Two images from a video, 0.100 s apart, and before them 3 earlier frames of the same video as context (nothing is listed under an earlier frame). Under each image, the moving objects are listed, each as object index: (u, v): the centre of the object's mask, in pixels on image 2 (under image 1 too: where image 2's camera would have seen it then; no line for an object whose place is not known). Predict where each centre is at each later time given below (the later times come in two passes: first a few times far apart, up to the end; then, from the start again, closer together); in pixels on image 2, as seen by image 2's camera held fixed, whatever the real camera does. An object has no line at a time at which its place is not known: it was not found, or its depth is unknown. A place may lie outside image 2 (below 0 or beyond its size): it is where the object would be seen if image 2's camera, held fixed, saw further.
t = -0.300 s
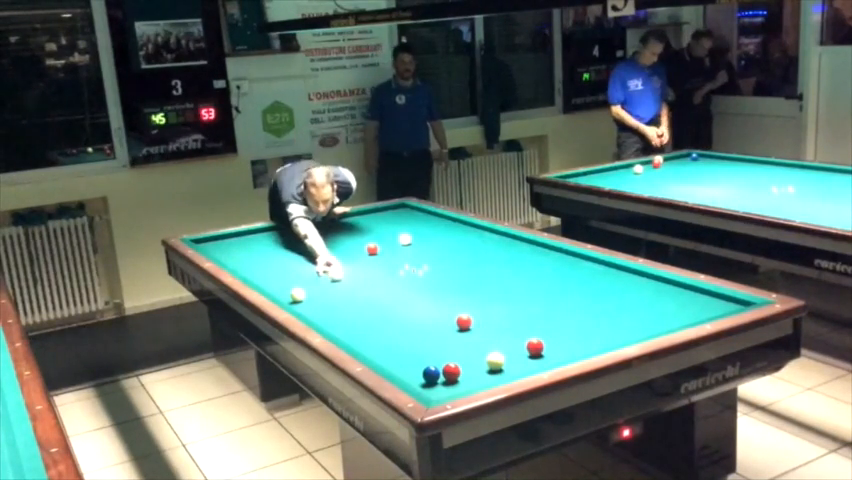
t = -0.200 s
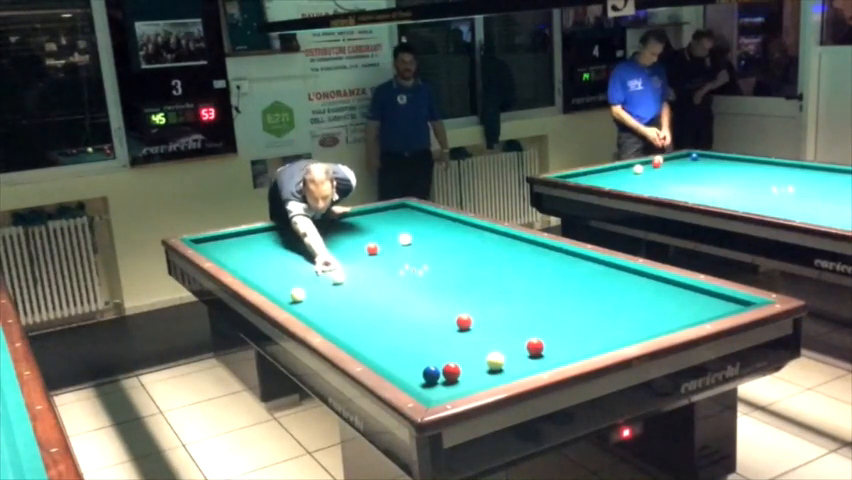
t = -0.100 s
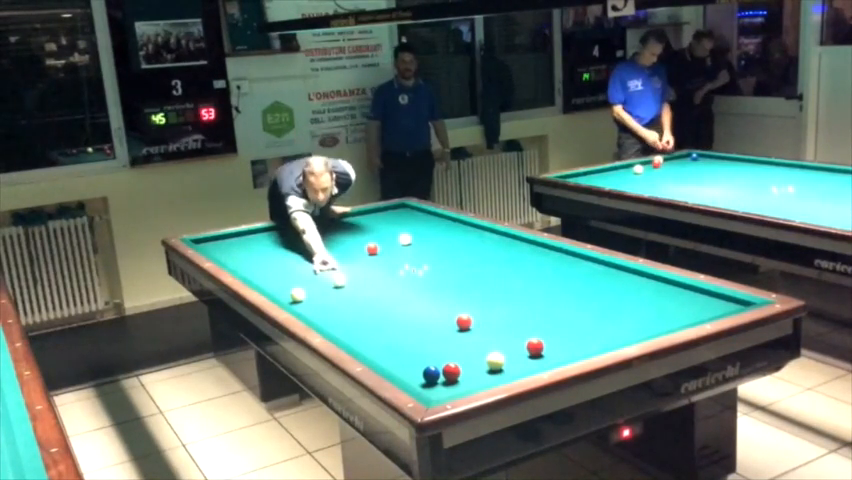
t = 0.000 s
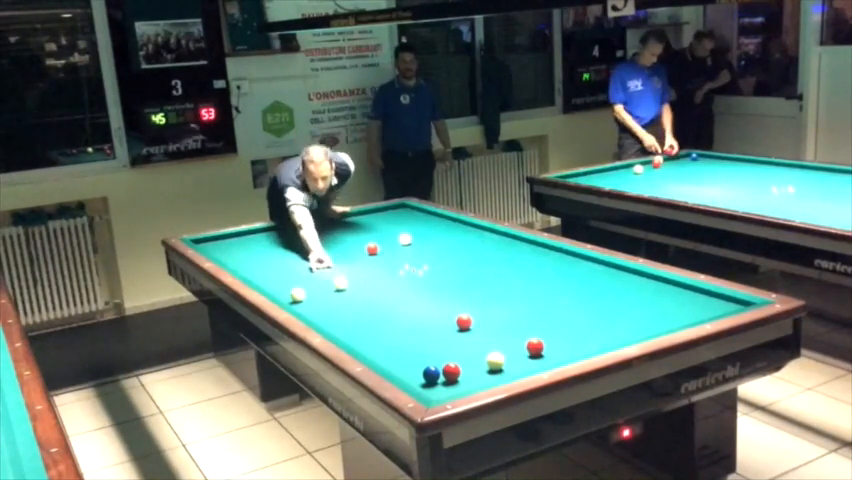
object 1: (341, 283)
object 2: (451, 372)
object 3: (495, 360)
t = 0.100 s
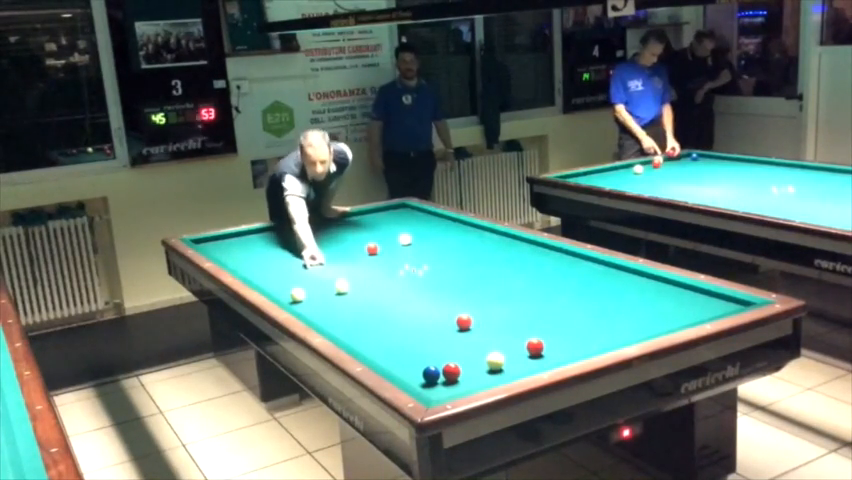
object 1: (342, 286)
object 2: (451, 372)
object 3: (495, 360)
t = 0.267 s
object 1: (345, 292)
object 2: (451, 372)
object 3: (495, 360)
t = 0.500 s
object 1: (348, 299)
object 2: (451, 372)
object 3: (495, 360)
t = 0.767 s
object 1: (353, 309)
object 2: (451, 372)
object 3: (495, 360)
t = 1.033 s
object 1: (358, 319)
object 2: (451, 372)
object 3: (495, 360)
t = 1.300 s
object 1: (363, 330)
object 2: (451, 372)
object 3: (495, 360)
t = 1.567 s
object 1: (368, 341)
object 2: (451, 372)
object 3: (495, 360)
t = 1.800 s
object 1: (374, 350)
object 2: (451, 372)
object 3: (495, 360)
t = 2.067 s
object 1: (385, 359)
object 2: (451, 372)
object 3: (495, 360)
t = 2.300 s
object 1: (401, 367)
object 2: (451, 372)
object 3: (495, 360)
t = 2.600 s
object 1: (415, 376)
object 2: (457, 371)
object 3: (495, 360)
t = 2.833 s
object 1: (418, 380)
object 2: (468, 370)
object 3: (495, 360)
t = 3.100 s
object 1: (426, 385)
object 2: (480, 369)
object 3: (495, 360)
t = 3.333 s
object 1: (432, 389)
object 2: (489, 368)
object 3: (497, 359)
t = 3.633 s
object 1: (441, 391)
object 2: (498, 368)
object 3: (500, 356)
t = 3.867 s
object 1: (442, 390)
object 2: (504, 368)
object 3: (500, 356)
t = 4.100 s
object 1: (441, 390)
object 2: (510, 368)
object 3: (502, 356)
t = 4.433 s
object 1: (439, 390)
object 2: (517, 368)
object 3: (503, 356)
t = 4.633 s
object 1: (439, 390)
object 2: (520, 368)
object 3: (503, 355)
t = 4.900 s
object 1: (439, 389)
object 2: (524, 367)
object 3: (503, 355)
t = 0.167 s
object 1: (343, 288)
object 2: (451, 372)
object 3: (495, 360)
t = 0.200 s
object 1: (344, 289)
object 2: (451, 372)
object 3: (495, 360)
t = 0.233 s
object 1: (344, 290)
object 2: (451, 372)
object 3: (495, 360)
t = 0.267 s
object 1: (345, 292)
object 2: (451, 372)
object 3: (495, 360)
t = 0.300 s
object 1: (345, 293)
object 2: (451, 372)
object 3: (495, 360)
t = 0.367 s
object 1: (346, 295)
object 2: (451, 372)
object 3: (495, 360)
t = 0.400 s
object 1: (346, 296)
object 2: (451, 372)
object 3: (495, 360)
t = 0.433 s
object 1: (347, 297)
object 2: (451, 372)
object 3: (495, 360)
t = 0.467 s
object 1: (348, 298)
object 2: (451, 372)
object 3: (495, 360)
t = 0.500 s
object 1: (348, 299)
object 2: (451, 372)
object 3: (495, 360)
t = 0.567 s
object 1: (349, 302)
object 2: (451, 372)
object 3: (495, 360)
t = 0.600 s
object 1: (350, 303)
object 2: (451, 372)
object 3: (495, 360)
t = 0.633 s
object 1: (351, 304)
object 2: (451, 372)
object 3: (495, 360)
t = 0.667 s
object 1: (351, 305)
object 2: (451, 372)
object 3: (495, 360)
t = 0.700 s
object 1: (352, 306)
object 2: (451, 372)
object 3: (495, 360)
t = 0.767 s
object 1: (353, 309)
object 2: (451, 372)
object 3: (495, 360)
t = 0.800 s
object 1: (353, 311)
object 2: (451, 372)
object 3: (495, 360)
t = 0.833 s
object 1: (354, 311)
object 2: (451, 372)
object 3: (495, 360)
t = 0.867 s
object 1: (354, 313)
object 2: (451, 372)
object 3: (495, 360)
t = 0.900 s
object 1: (355, 314)
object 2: (451, 372)
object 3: (495, 360)
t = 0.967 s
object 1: (357, 317)
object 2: (451, 372)
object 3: (495, 360)
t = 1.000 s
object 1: (357, 318)
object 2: (451, 372)
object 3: (495, 360)
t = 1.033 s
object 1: (358, 319)
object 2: (451, 372)
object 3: (495, 360)
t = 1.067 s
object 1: (358, 320)
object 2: (451, 372)
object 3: (495, 360)
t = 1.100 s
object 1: (359, 322)
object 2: (451, 372)
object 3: (495, 360)
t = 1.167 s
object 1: (360, 324)
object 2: (451, 372)
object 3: (495, 360)
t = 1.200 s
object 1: (361, 326)
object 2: (451, 372)
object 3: (495, 360)
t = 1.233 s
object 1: (361, 328)
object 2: (451, 372)
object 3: (495, 360)
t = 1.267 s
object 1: (362, 329)
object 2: (451, 372)
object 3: (495, 360)
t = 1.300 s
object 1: (363, 330)
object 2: (451, 372)
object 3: (495, 360)
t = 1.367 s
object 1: (364, 332)
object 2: (451, 372)
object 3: (495, 360)
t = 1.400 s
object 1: (365, 334)
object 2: (451, 372)
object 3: (495, 360)
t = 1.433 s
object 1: (365, 335)
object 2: (451, 372)
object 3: (495, 360)
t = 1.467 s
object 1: (366, 336)
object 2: (451, 372)
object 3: (495, 360)
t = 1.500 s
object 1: (367, 338)
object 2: (451, 372)
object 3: (495, 360)
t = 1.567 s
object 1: (368, 341)
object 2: (451, 372)
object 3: (495, 360)
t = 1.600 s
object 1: (369, 342)
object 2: (451, 372)
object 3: (495, 360)
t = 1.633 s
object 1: (370, 344)
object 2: (451, 372)
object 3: (495, 360)
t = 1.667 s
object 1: (371, 345)
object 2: (451, 372)
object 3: (495, 360)
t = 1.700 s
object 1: (371, 346)
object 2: (451, 372)
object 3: (495, 360)
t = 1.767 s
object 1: (373, 349)
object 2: (451, 372)
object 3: (495, 360)
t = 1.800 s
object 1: (374, 350)
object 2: (451, 372)
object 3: (495, 360)
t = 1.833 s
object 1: (375, 351)
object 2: (451, 372)
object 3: (495, 360)
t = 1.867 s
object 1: (376, 353)
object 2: (451, 372)
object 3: (495, 360)
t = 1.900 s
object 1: (377, 354)
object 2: (451, 372)
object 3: (495, 360)
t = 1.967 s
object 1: (379, 356)
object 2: (451, 372)
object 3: (495, 360)
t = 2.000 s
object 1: (381, 358)
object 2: (451, 372)
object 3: (495, 360)
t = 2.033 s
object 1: (383, 359)
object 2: (451, 372)
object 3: (495, 360)
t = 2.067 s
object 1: (385, 359)
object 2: (451, 372)
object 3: (495, 360)
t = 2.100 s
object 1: (388, 361)
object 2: (451, 372)
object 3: (495, 360)
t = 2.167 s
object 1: (392, 362)
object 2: (451, 372)
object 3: (495, 360)
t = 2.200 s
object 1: (394, 364)
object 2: (451, 372)
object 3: (495, 360)
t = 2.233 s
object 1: (397, 365)
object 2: (451, 372)
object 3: (495, 360)
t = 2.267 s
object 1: (399, 366)
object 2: (451, 372)
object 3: (495, 360)
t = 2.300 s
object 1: (401, 367)
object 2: (451, 372)
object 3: (495, 360)
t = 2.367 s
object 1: (406, 369)
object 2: (451, 372)
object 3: (495, 360)
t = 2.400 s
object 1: (408, 371)
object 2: (451, 372)
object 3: (495, 360)
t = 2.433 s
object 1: (411, 372)
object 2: (451, 372)
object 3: (495, 360)
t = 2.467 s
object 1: (413, 373)
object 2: (451, 372)
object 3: (495, 360)
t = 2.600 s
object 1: (415, 376)
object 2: (457, 371)
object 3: (495, 360)
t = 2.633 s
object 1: (415, 376)
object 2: (458, 371)
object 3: (495, 360)
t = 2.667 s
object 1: (416, 377)
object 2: (460, 371)
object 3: (495, 360)
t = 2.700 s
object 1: (416, 377)
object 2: (462, 371)
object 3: (495, 360)
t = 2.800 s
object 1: (417, 379)
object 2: (467, 370)
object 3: (495, 360)
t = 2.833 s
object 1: (418, 380)
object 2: (468, 370)
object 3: (495, 360)
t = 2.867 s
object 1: (418, 380)
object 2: (470, 370)
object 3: (495, 360)
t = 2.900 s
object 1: (419, 382)
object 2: (471, 370)
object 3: (495, 360)
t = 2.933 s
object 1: (420, 382)
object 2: (473, 370)
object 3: (495, 360)
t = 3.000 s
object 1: (422, 384)
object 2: (476, 369)
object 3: (495, 360)
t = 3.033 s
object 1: (423, 384)
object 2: (477, 369)
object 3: (495, 360)
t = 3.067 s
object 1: (425, 385)
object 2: (479, 369)
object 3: (495, 360)
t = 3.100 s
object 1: (426, 385)
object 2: (480, 369)
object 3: (495, 360)
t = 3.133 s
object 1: (427, 386)
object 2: (482, 369)
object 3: (495, 360)
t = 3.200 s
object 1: (429, 387)
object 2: (485, 368)
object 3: (496, 360)
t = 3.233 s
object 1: (430, 388)
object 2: (486, 368)
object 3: (496, 359)
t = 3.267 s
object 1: (431, 388)
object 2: (487, 368)
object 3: (497, 359)
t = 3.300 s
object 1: (432, 389)
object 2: (488, 368)
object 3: (497, 359)
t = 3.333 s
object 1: (432, 389)
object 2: (489, 368)
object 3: (497, 359)
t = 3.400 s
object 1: (435, 390)
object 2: (491, 368)
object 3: (498, 358)
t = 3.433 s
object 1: (436, 390)
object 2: (492, 368)
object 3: (498, 358)
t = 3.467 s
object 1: (436, 390)
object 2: (493, 368)
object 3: (499, 358)
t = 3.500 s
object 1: (437, 390)
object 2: (495, 368)
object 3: (498, 357)
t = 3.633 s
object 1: (441, 391)
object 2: (498, 368)
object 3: (500, 356)
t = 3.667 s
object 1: (442, 391)
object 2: (499, 368)
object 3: (500, 356)
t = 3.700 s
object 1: (442, 391)
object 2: (500, 368)
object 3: (500, 356)
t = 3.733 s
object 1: (443, 391)
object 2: (501, 368)
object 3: (500, 356)
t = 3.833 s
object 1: (442, 391)
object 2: (503, 368)
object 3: (500, 355)
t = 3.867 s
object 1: (442, 390)
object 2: (504, 368)
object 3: (500, 356)
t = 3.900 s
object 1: (442, 390)
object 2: (505, 368)
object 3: (500, 356)
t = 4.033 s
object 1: (441, 390)
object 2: (508, 368)
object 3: (501, 356)
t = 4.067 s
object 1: (441, 390)
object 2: (509, 368)
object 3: (501, 356)
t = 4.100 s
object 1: (441, 390)
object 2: (510, 368)
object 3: (502, 356)
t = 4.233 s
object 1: (440, 389)
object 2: (513, 368)
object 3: (502, 356)
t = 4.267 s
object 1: (440, 389)
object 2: (514, 368)
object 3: (502, 356)
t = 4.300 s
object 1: (440, 389)
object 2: (514, 368)
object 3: (502, 356)
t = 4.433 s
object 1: (439, 390)
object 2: (517, 368)
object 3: (503, 356)
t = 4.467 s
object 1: (439, 390)
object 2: (517, 368)
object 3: (503, 356)
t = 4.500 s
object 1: (439, 390)
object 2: (518, 368)
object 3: (503, 356)
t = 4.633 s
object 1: (439, 390)
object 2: (520, 368)
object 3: (503, 355)
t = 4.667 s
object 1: (439, 390)
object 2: (521, 368)
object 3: (503, 355)
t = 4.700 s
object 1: (439, 389)
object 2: (521, 368)
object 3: (503, 355)
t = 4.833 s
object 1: (439, 389)
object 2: (523, 367)
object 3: (503, 355)
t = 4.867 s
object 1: (439, 389)
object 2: (523, 367)
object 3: (503, 355)
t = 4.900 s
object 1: (439, 389)
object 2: (524, 367)
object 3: (503, 355)
